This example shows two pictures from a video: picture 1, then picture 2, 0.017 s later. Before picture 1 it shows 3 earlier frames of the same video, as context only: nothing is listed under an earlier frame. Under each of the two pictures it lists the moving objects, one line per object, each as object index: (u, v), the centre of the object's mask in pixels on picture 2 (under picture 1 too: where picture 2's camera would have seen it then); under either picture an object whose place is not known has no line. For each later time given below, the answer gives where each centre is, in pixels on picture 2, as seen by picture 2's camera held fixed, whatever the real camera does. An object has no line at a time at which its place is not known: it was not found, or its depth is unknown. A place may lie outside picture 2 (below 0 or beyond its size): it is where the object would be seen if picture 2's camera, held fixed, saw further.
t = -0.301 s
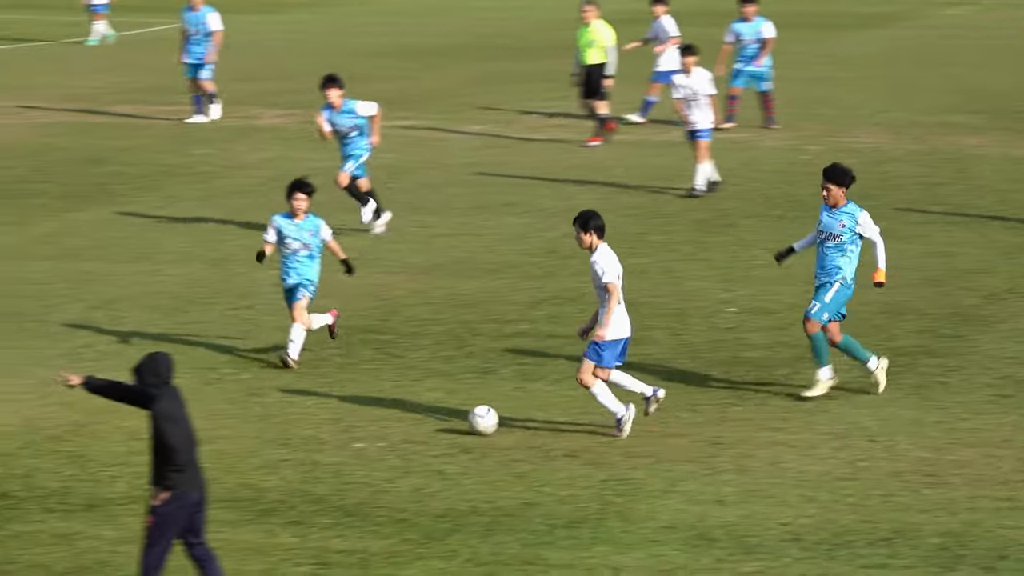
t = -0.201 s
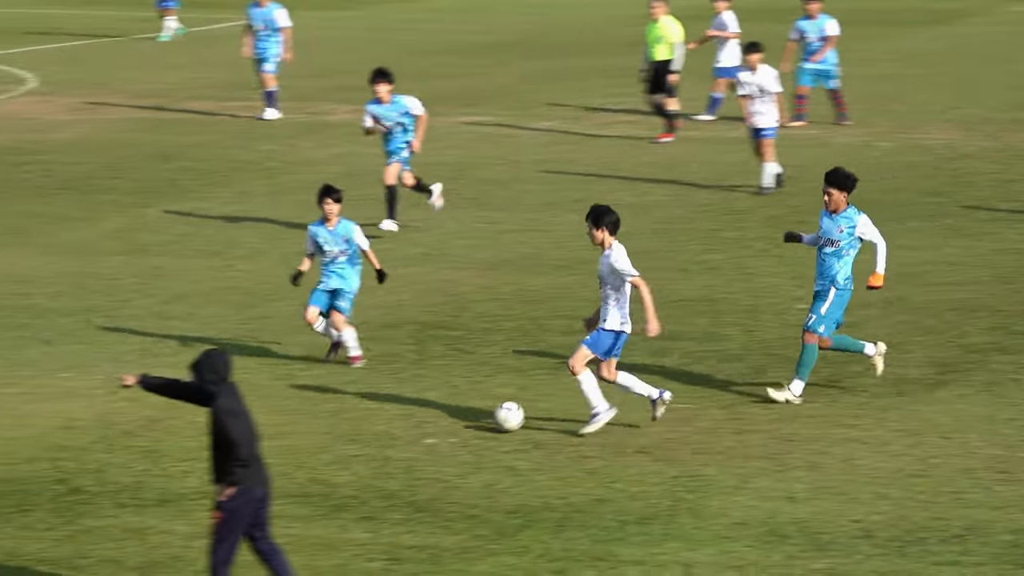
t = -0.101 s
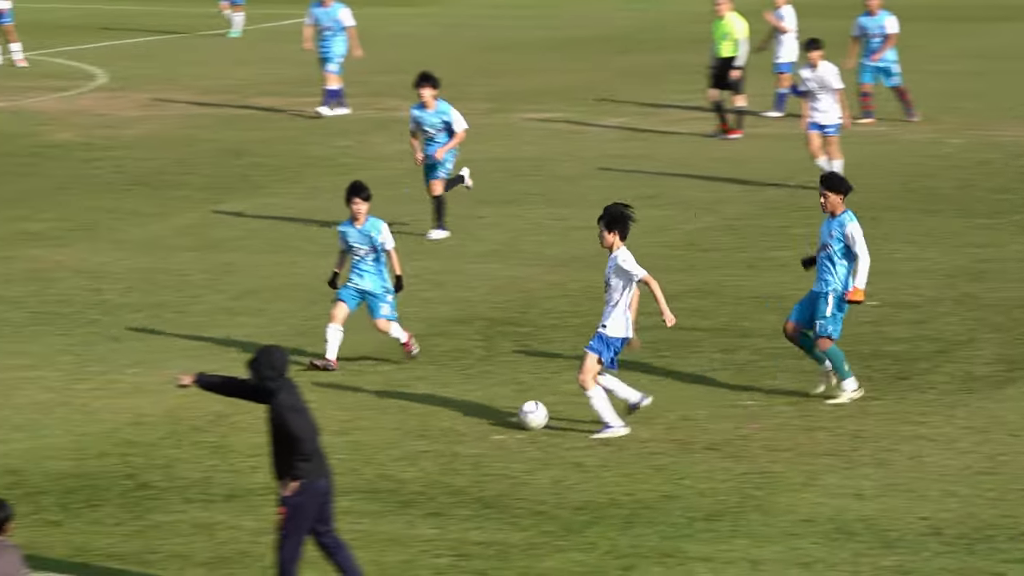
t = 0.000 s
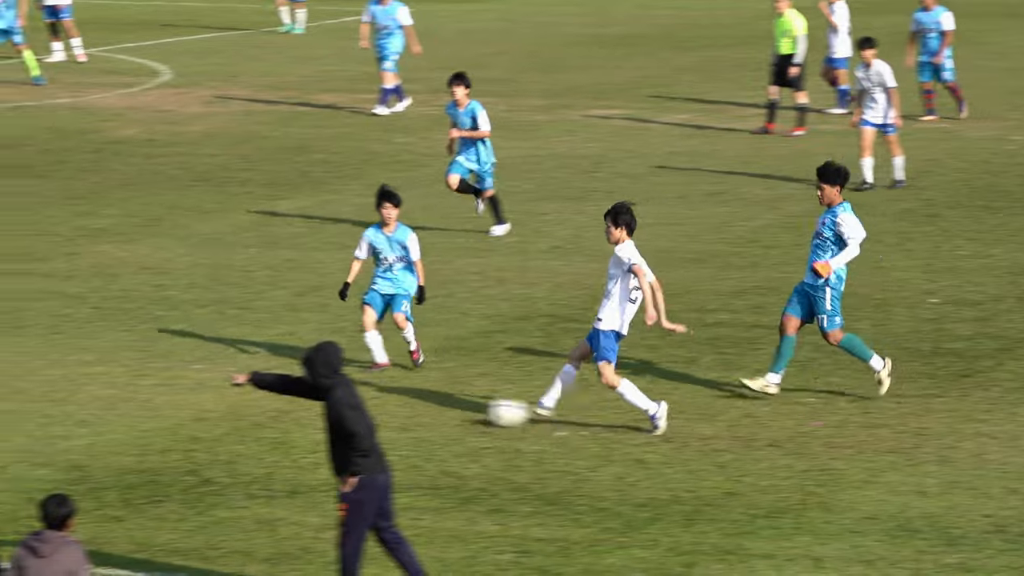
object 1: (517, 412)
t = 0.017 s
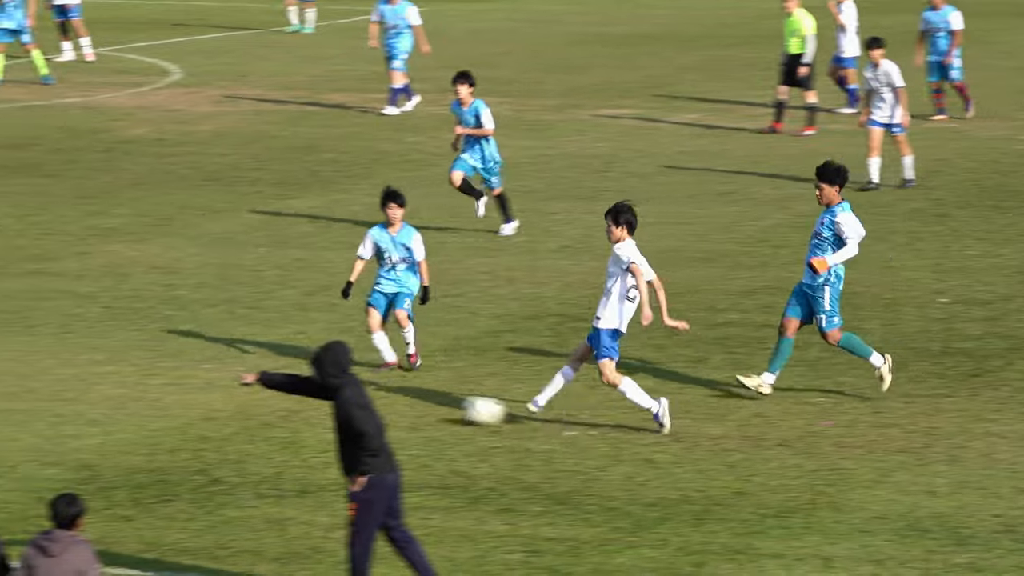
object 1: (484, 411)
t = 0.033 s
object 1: (451, 409)
